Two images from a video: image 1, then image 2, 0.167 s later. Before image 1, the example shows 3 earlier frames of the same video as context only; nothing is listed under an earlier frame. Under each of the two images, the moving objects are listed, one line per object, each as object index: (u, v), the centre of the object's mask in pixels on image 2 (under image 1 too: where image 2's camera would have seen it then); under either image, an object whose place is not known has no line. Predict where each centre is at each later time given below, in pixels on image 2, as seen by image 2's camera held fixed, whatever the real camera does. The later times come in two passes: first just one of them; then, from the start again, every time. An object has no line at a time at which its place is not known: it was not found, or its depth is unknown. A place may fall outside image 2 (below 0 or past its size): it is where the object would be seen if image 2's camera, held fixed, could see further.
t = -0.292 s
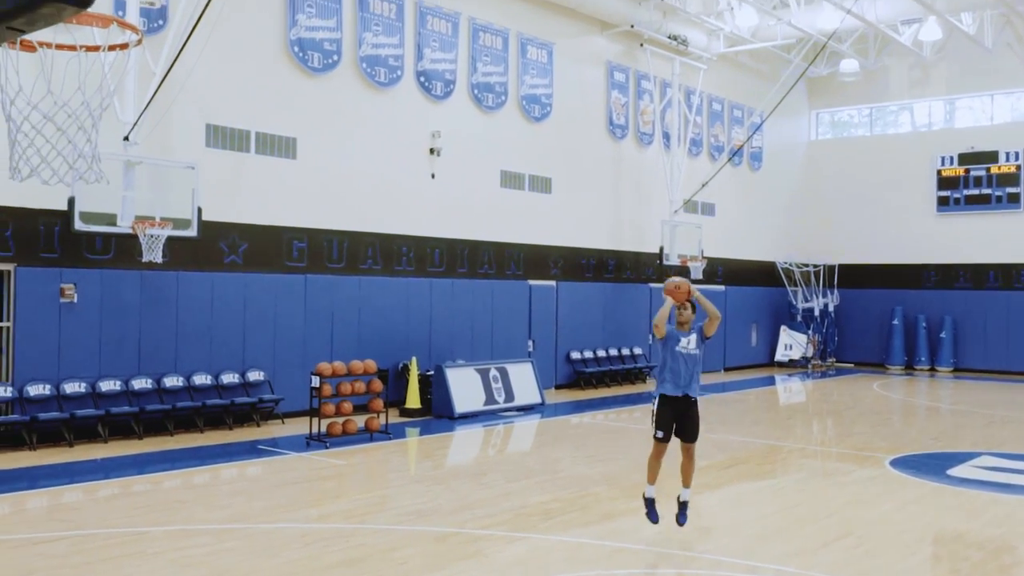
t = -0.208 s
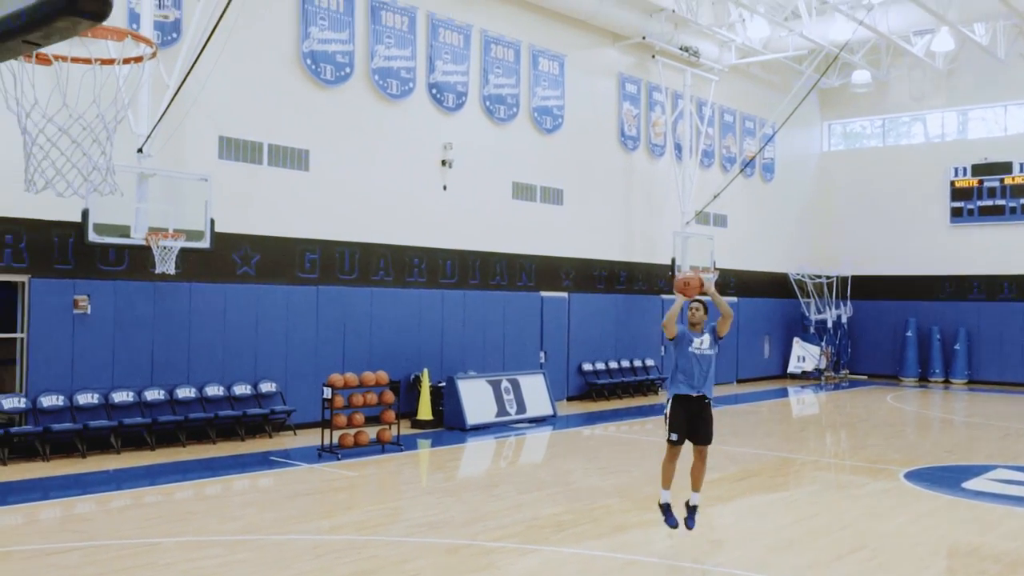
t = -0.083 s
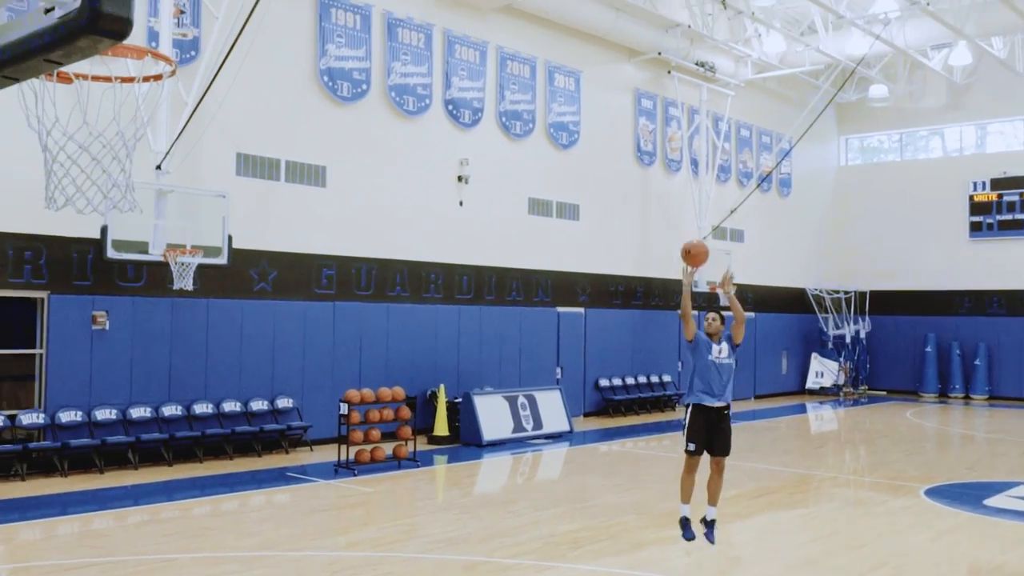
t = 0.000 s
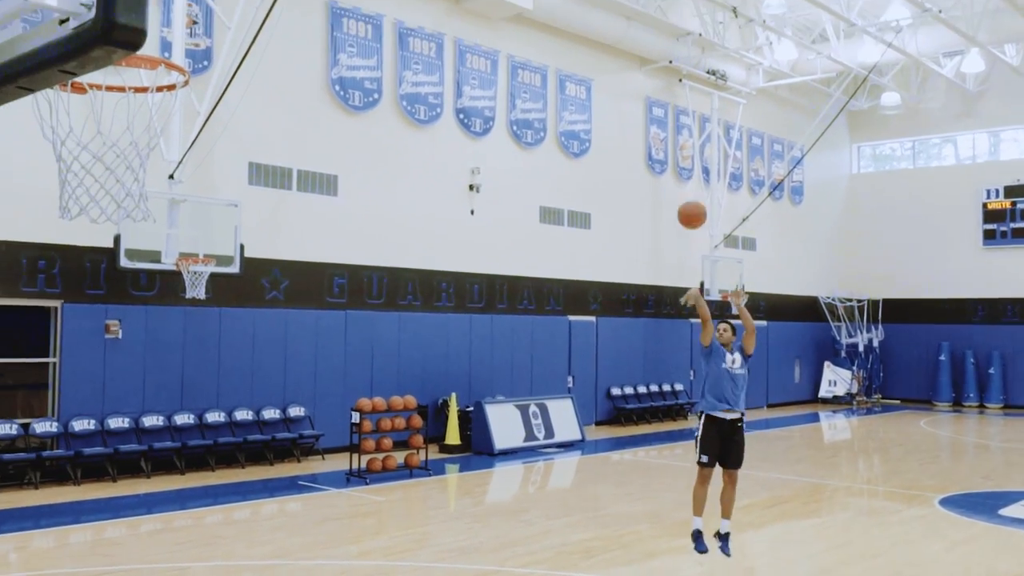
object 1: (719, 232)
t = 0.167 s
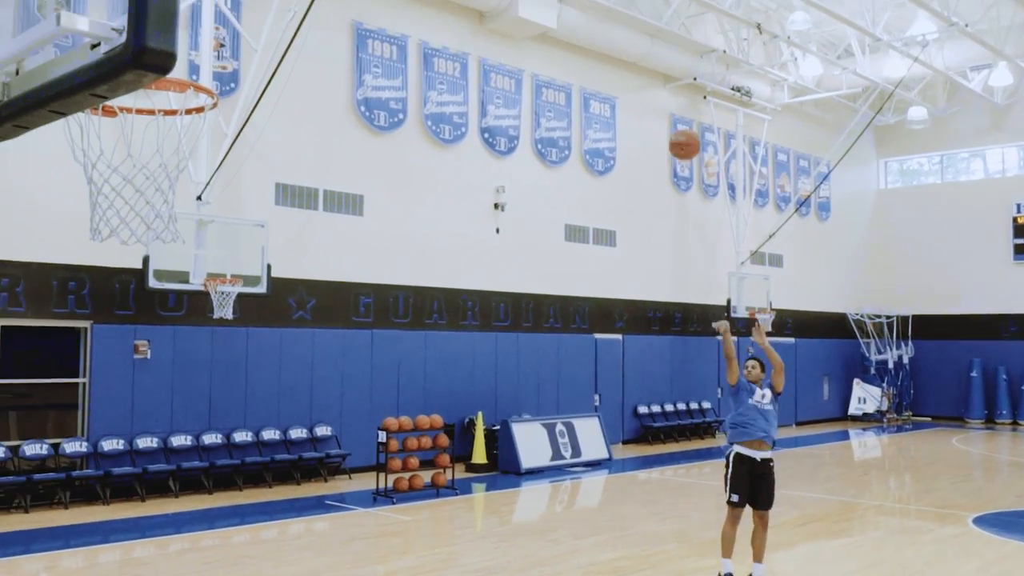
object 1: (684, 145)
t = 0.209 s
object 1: (675, 124)
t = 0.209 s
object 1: (675, 124)
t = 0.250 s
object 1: (666, 104)
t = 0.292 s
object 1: (656, 85)
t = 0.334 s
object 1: (646, 66)
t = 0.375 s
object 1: (635, 48)
